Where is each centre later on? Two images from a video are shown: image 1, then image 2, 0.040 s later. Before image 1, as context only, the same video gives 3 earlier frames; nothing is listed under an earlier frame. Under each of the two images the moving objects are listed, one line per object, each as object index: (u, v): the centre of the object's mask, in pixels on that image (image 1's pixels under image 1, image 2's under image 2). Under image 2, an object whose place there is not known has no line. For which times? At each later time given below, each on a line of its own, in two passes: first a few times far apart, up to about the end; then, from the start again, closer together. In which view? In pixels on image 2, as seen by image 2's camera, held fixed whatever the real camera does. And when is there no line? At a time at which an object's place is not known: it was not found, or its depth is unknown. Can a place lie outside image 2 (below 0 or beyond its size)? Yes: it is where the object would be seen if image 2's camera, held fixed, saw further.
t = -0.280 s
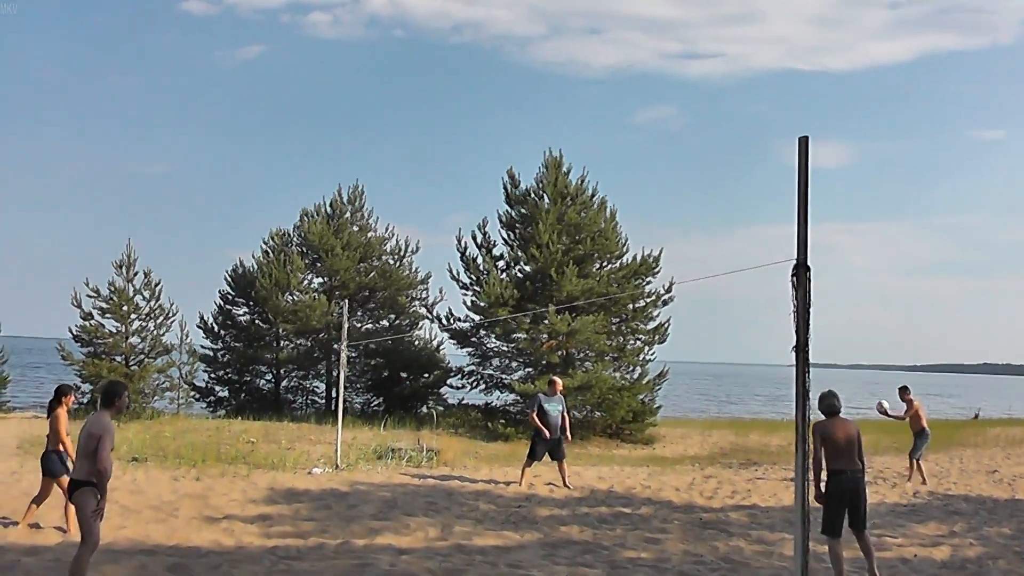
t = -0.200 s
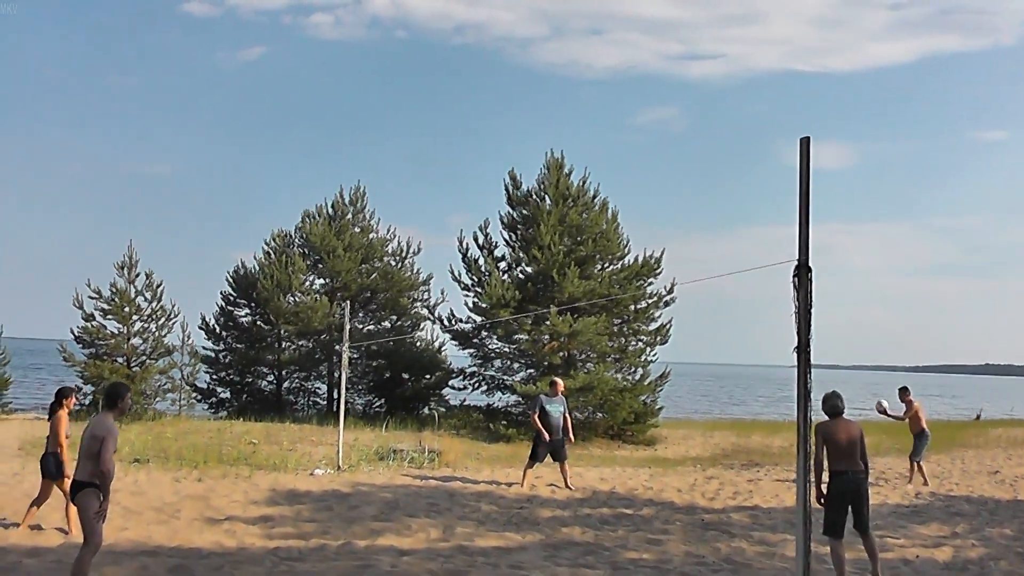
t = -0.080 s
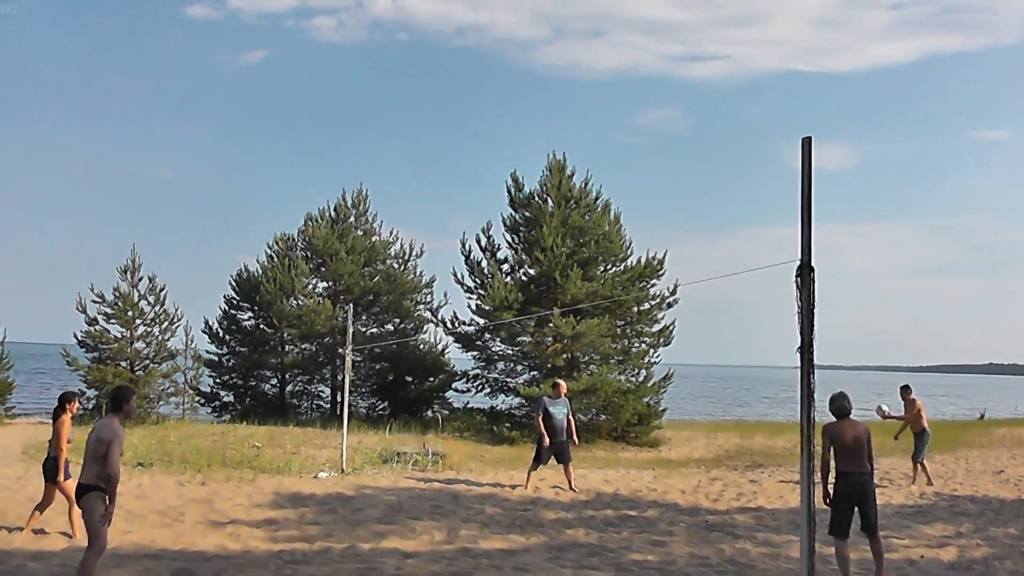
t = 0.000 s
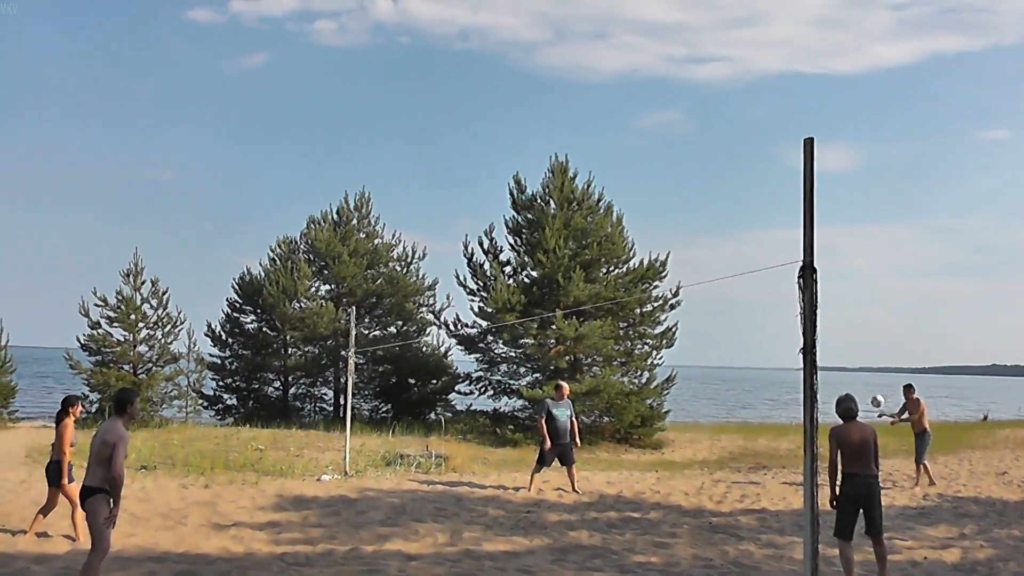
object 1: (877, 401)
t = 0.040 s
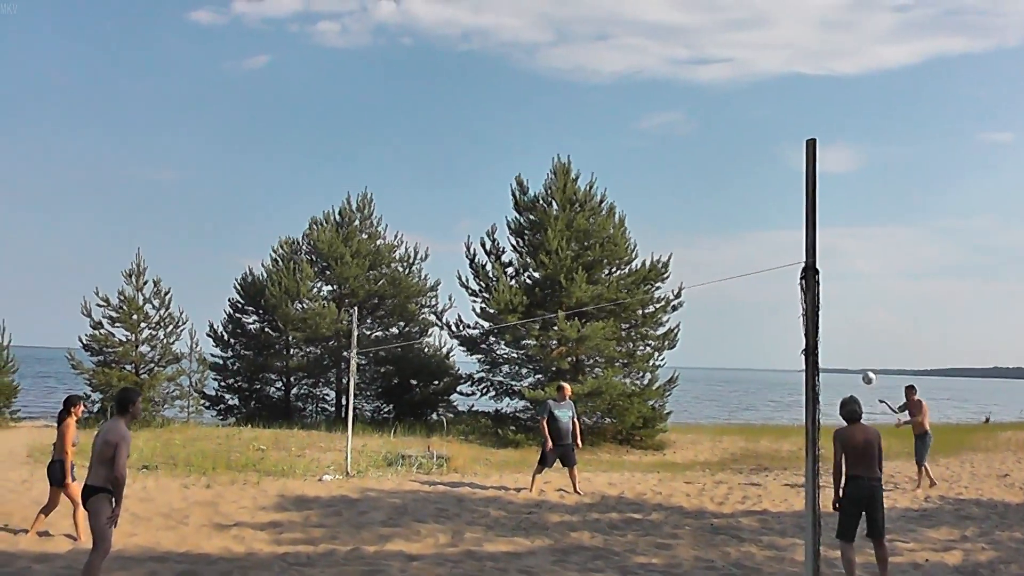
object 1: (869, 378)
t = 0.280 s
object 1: (801, 243)
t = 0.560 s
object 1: (720, 126)
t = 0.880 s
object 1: (608, 51)
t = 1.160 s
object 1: (503, 38)
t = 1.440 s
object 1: (388, 84)
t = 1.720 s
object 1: (265, 201)
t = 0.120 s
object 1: (847, 331)
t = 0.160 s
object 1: (836, 308)
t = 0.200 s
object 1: (825, 286)
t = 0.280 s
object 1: (801, 243)
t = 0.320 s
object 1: (792, 224)
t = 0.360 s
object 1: (781, 205)
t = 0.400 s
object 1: (769, 187)
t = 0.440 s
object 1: (758, 171)
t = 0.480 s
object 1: (745, 155)
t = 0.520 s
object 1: (733, 140)
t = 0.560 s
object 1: (720, 126)
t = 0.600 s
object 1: (706, 113)
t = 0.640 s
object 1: (694, 100)
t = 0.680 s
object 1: (680, 90)
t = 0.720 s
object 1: (666, 80)
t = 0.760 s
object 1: (652, 71)
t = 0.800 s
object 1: (637, 63)
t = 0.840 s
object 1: (622, 56)
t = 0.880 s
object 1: (608, 51)
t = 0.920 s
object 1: (594, 45)
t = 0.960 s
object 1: (580, 41)
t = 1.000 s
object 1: (565, 38)
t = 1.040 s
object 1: (549, 37)
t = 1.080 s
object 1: (534, 35)
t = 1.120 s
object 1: (519, 37)
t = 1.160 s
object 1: (503, 38)
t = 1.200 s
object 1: (487, 41)
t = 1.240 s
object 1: (471, 45)
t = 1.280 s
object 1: (454, 50)
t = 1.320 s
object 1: (439, 56)
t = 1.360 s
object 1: (421, 65)
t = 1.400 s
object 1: (405, 74)
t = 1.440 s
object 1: (388, 84)
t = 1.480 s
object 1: (371, 96)
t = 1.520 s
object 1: (353, 110)
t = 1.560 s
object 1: (336, 125)
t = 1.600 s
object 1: (318, 141)
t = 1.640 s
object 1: (301, 159)
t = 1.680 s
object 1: (283, 179)
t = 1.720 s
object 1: (265, 201)
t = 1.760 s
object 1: (246, 224)
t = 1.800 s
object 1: (228, 249)
